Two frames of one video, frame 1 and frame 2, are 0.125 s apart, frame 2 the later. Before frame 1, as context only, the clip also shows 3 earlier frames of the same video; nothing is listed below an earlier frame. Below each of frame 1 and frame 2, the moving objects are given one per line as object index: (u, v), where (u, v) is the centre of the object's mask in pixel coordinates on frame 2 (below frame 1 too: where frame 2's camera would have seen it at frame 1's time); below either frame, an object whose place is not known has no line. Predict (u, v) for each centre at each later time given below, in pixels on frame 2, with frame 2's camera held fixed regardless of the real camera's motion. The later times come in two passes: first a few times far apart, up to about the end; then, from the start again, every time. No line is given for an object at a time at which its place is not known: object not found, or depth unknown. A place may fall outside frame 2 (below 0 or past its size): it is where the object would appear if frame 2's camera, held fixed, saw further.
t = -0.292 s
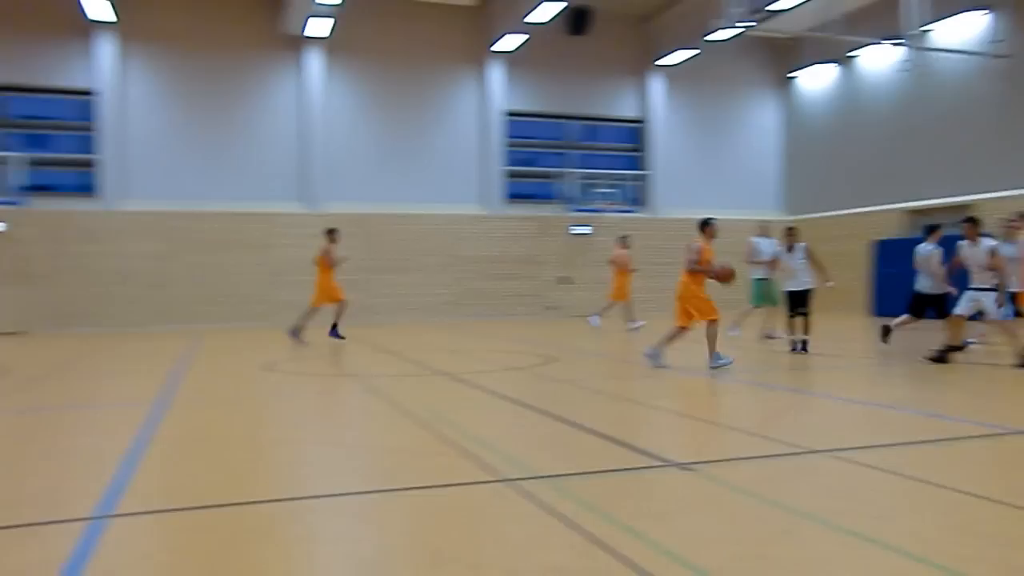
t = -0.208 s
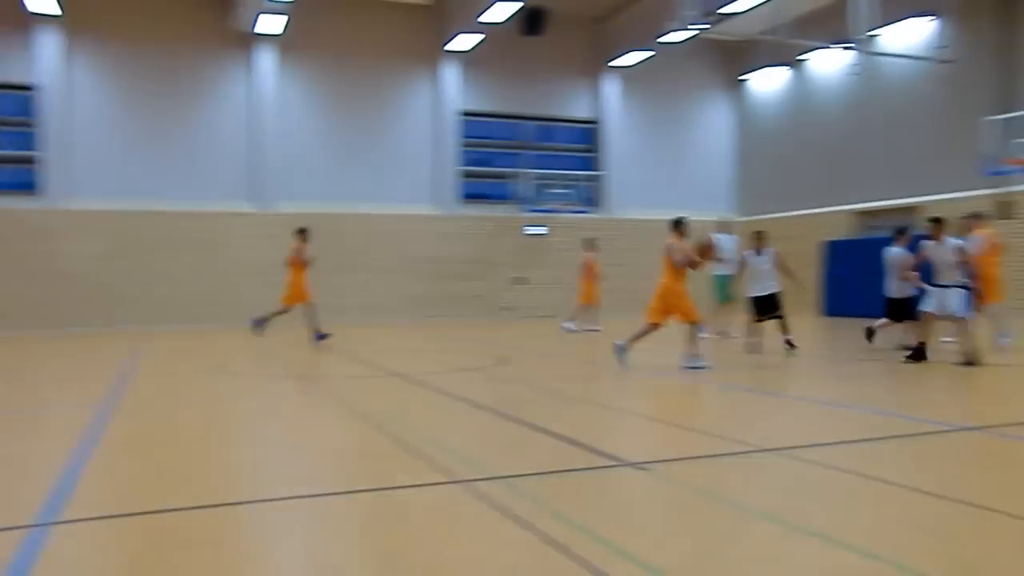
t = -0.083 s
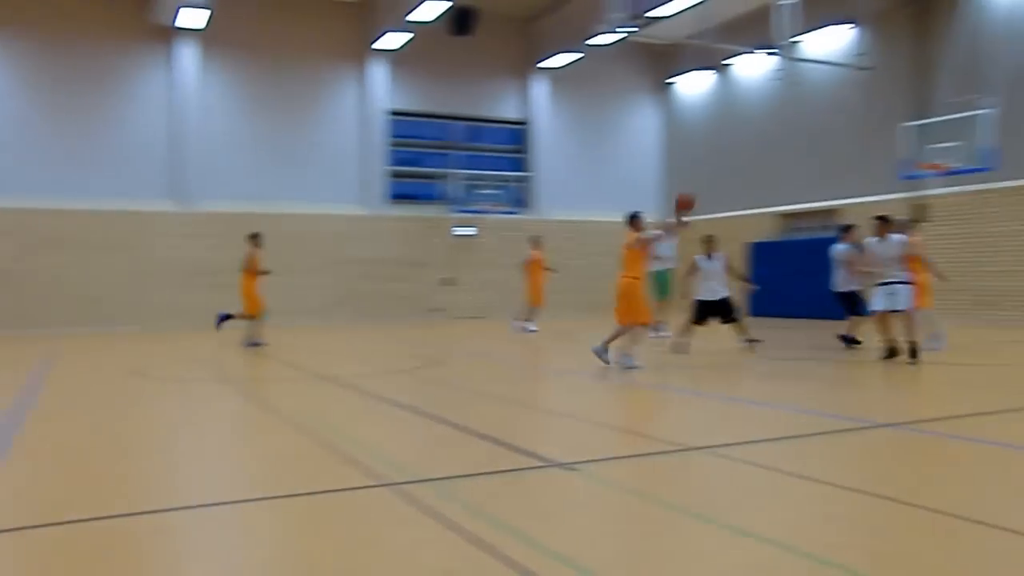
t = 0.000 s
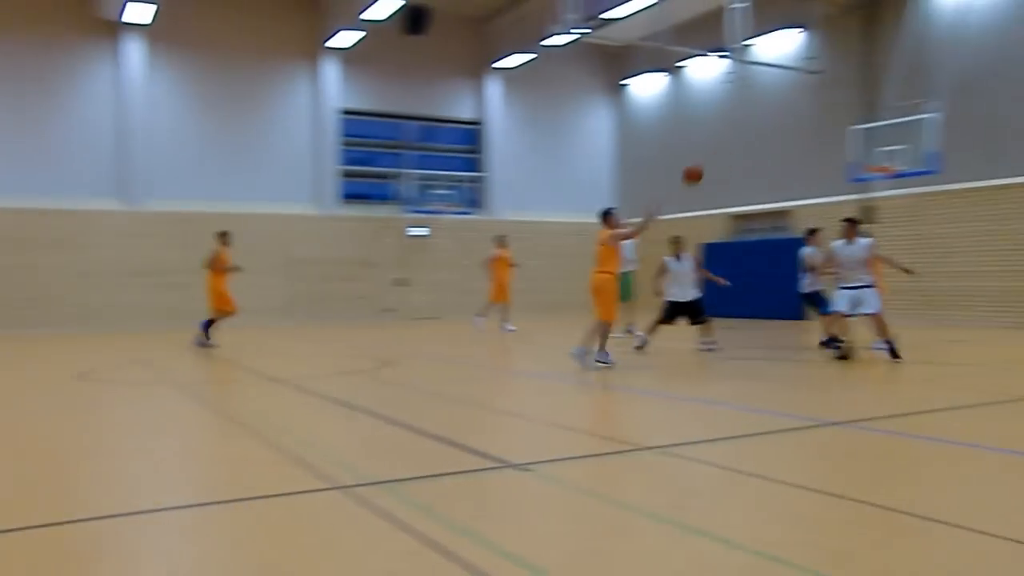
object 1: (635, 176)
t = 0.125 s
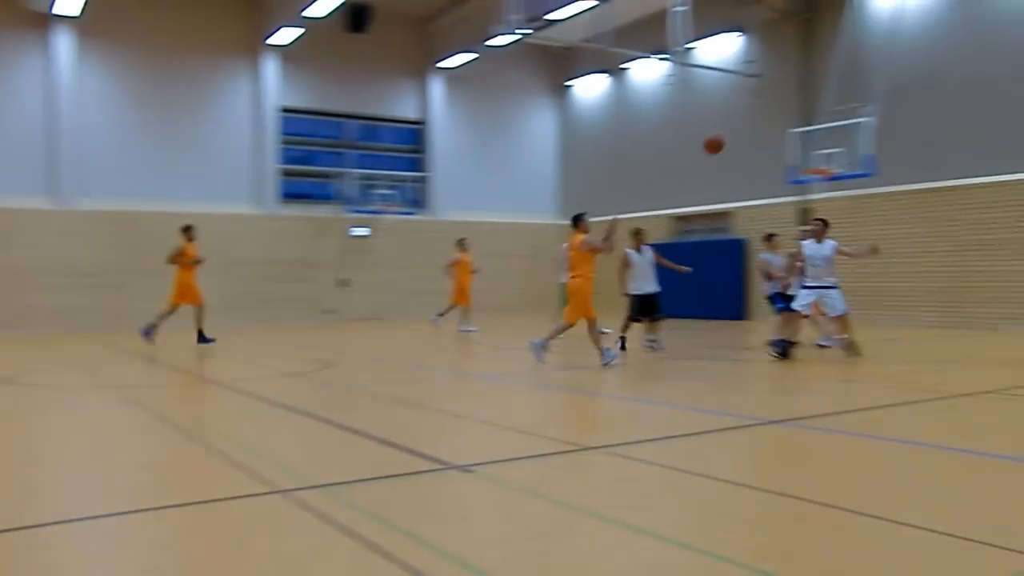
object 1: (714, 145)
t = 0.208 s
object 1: (764, 132)
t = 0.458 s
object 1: (908, 126)
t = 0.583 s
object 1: (975, 141)
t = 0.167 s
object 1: (739, 138)
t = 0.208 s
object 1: (764, 132)
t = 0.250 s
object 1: (789, 128)
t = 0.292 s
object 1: (813, 124)
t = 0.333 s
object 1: (837, 120)
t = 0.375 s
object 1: (861, 122)
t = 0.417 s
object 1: (884, 124)
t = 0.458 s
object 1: (908, 126)
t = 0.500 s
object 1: (930, 129)
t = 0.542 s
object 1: (952, 134)
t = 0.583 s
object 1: (975, 141)
